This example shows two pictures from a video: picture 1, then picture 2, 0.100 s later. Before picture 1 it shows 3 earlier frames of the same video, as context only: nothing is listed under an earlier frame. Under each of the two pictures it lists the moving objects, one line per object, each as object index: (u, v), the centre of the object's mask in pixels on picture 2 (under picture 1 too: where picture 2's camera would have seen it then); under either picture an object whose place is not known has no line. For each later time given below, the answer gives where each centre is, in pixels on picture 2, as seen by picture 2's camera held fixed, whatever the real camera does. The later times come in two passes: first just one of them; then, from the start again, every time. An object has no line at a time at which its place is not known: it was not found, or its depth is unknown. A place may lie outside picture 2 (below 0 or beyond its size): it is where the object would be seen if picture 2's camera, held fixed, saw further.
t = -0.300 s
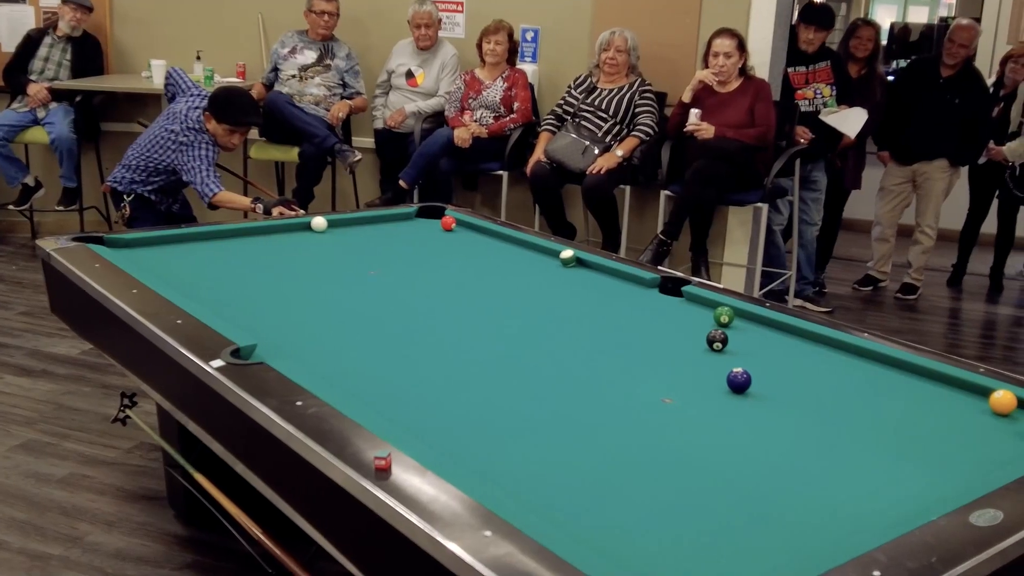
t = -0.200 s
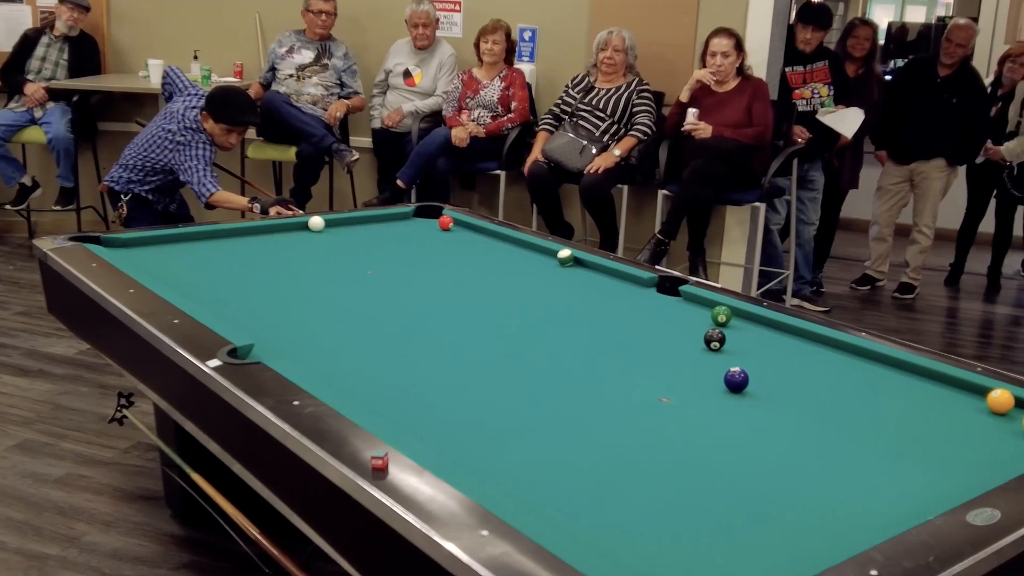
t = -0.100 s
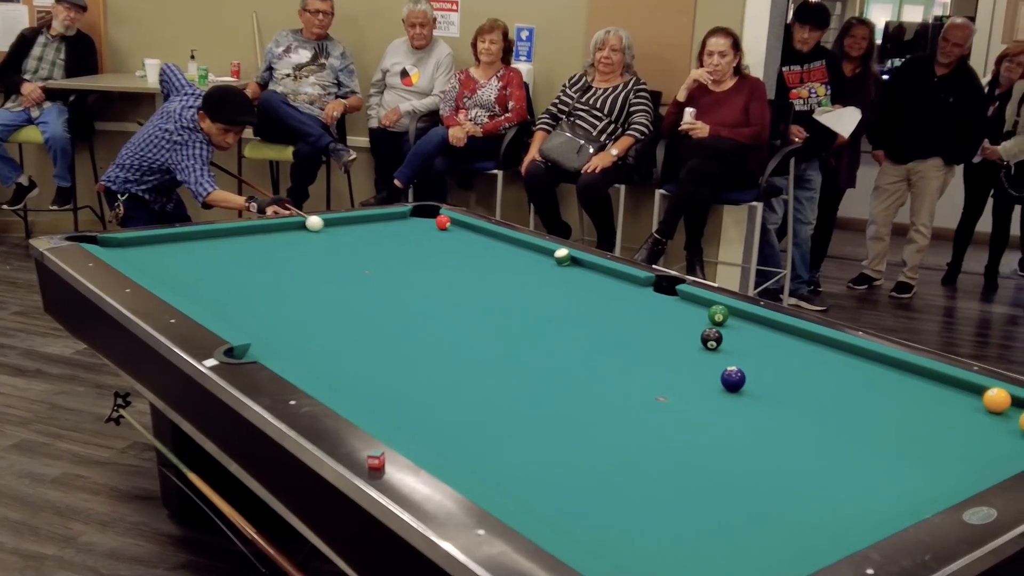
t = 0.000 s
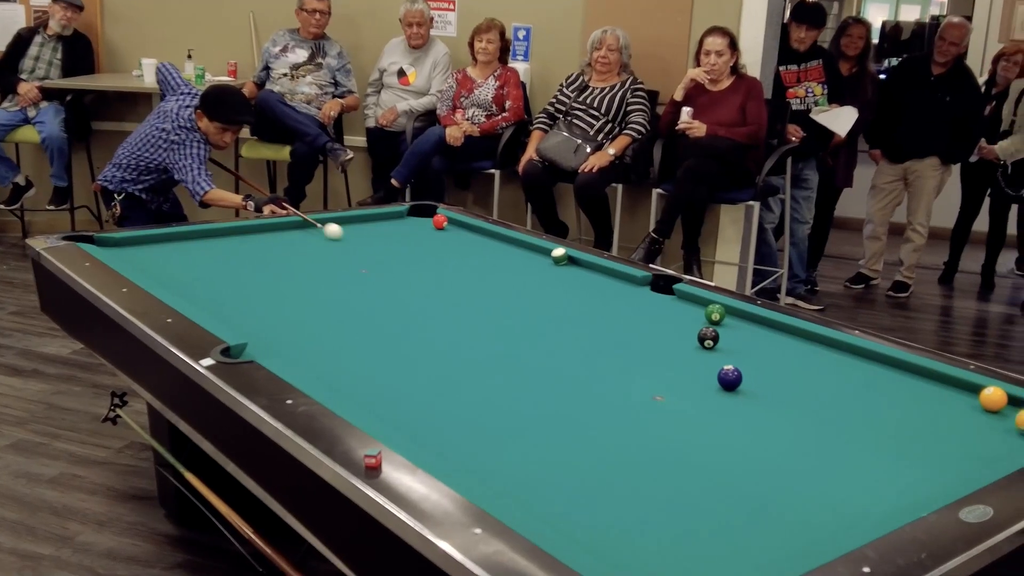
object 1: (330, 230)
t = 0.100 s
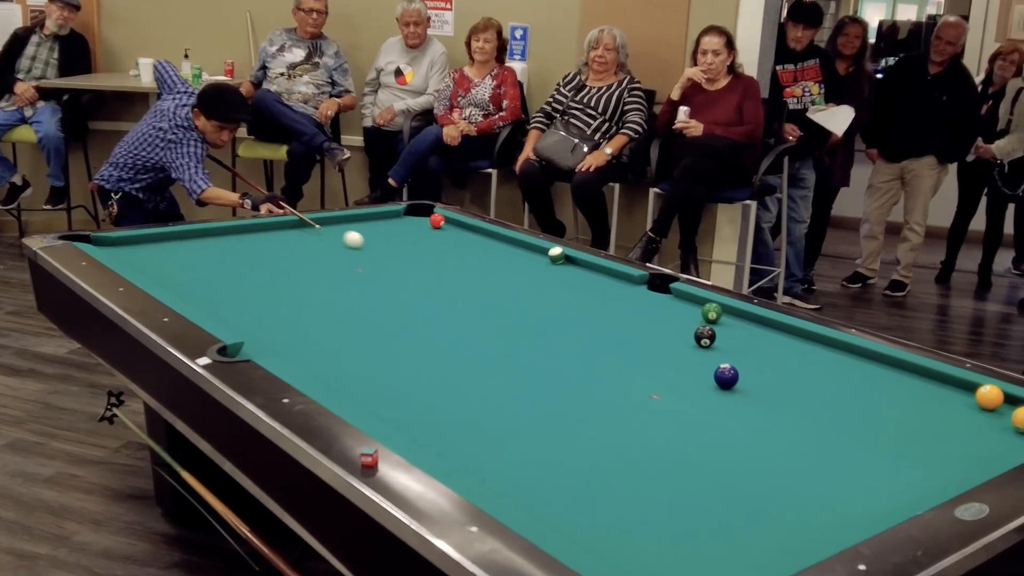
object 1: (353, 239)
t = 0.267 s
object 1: (394, 255)
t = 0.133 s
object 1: (361, 242)
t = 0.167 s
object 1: (369, 245)
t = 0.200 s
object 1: (377, 248)
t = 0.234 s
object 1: (386, 252)
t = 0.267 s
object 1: (394, 255)
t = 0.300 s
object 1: (403, 258)
